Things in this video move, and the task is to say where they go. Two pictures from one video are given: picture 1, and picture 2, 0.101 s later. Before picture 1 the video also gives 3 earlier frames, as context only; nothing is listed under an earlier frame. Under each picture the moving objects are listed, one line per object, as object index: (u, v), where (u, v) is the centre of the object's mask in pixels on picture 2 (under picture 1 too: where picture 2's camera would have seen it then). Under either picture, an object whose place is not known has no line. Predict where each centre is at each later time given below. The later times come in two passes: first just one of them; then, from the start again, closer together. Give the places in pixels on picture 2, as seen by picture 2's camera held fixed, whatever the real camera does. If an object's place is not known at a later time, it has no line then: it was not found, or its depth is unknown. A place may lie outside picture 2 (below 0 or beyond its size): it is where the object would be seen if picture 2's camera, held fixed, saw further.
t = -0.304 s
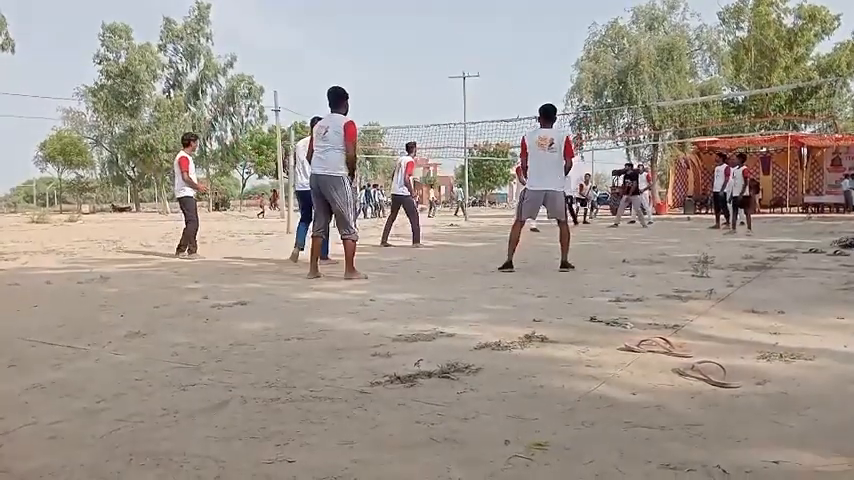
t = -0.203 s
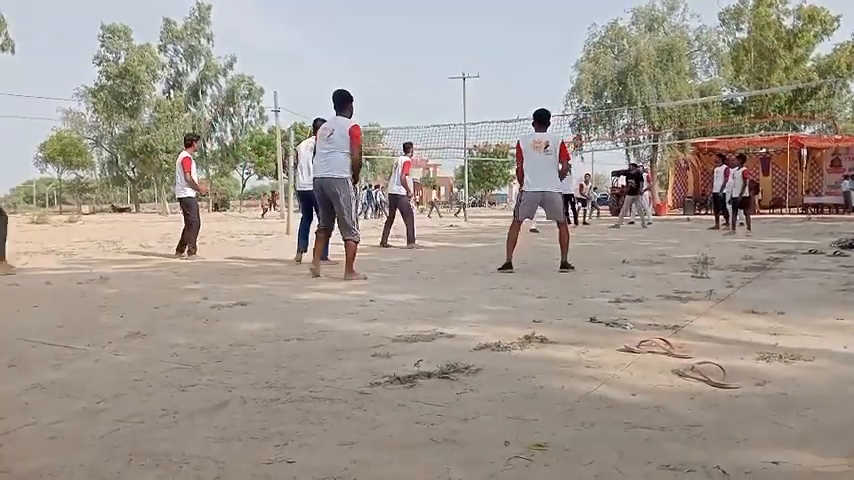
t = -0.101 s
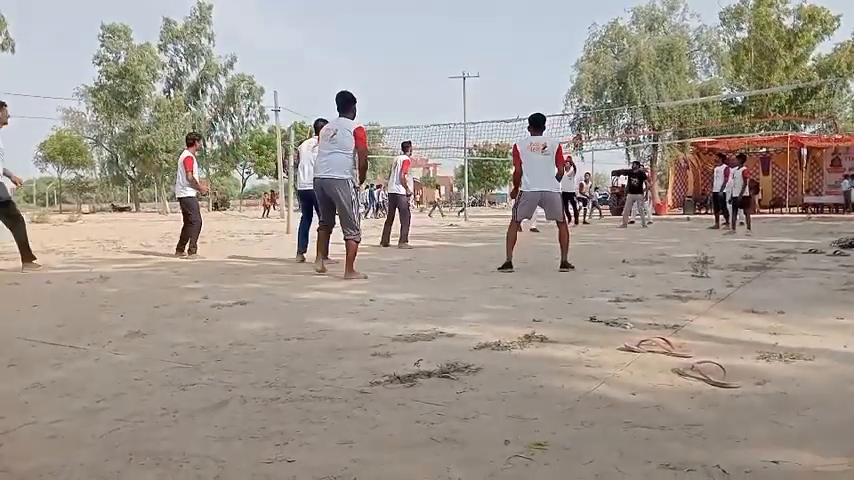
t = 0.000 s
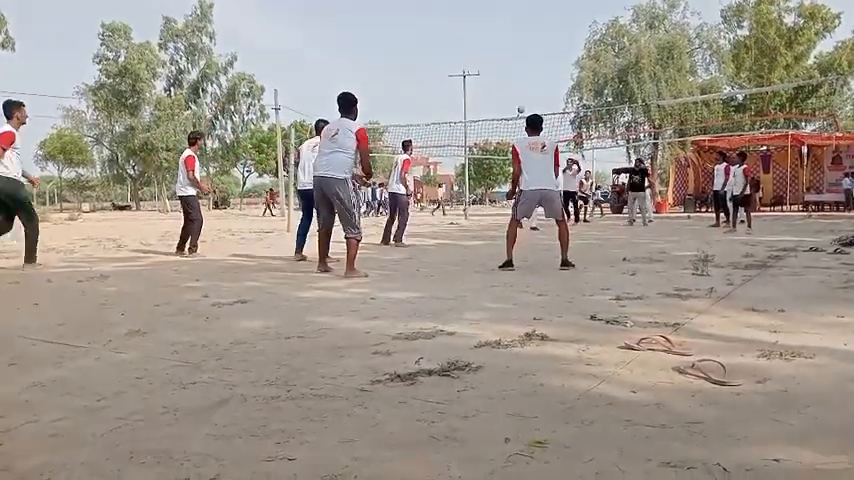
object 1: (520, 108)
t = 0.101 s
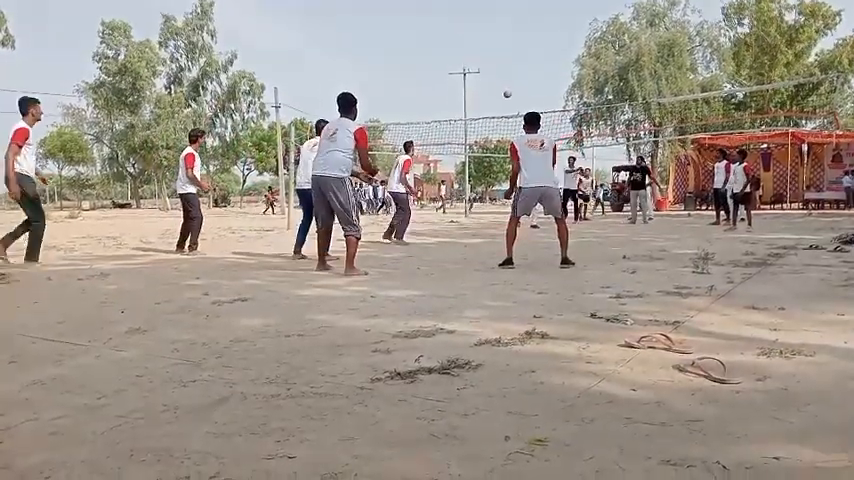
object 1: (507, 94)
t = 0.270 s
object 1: (480, 82)
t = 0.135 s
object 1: (502, 90)
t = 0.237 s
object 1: (485, 83)
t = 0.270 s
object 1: (480, 82)
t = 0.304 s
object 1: (474, 81)
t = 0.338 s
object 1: (468, 80)
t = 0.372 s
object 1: (460, 81)
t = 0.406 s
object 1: (454, 82)
